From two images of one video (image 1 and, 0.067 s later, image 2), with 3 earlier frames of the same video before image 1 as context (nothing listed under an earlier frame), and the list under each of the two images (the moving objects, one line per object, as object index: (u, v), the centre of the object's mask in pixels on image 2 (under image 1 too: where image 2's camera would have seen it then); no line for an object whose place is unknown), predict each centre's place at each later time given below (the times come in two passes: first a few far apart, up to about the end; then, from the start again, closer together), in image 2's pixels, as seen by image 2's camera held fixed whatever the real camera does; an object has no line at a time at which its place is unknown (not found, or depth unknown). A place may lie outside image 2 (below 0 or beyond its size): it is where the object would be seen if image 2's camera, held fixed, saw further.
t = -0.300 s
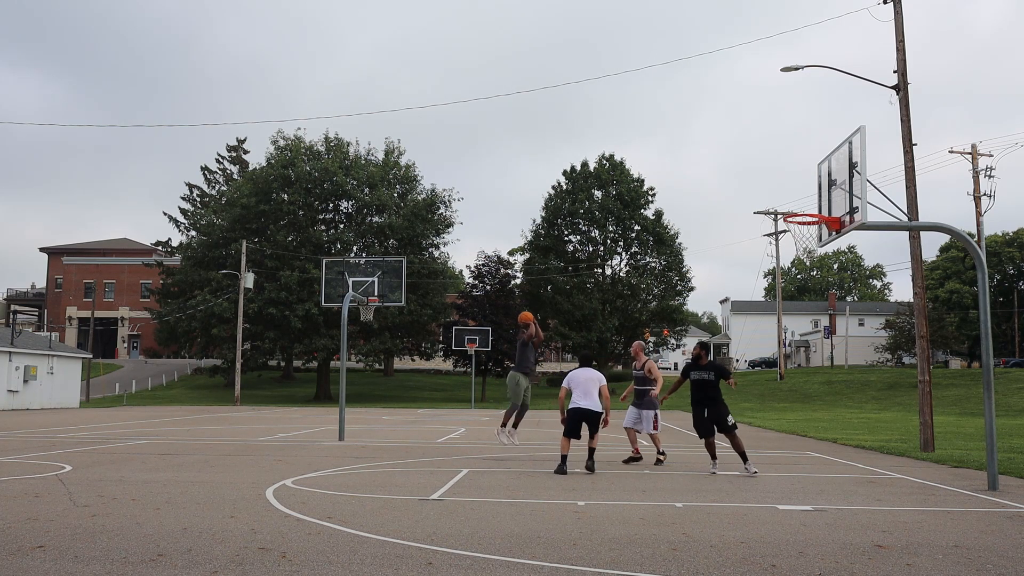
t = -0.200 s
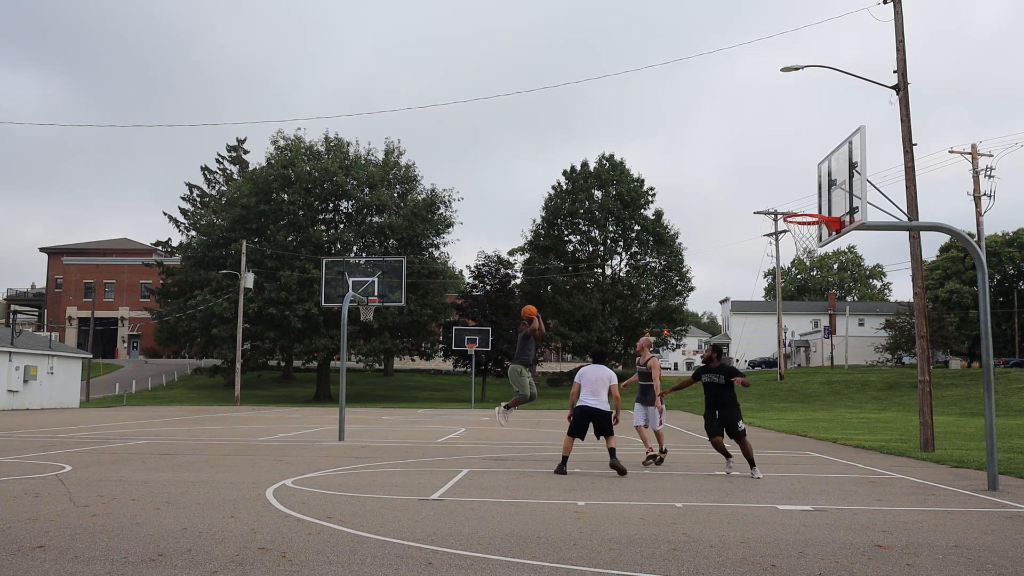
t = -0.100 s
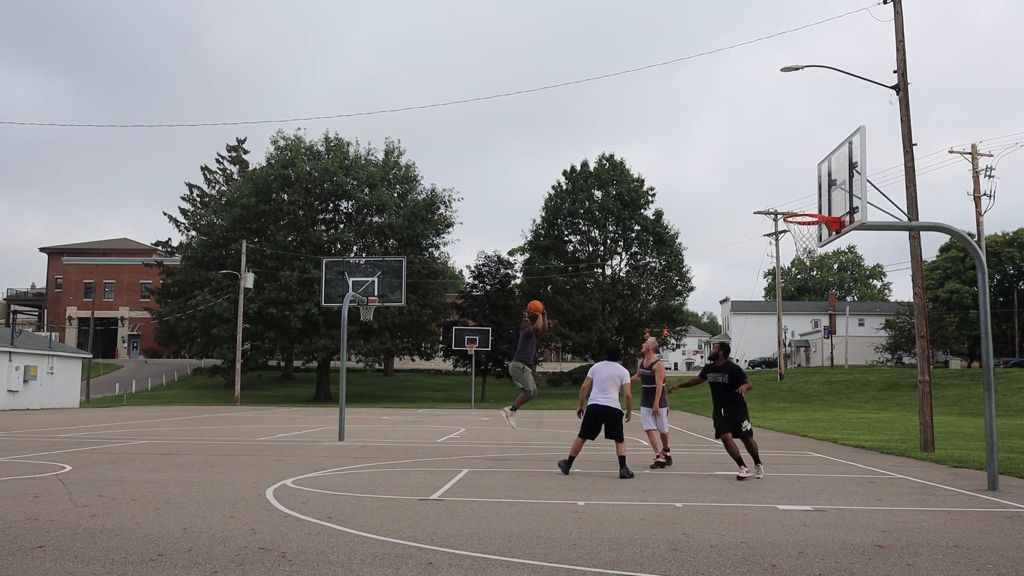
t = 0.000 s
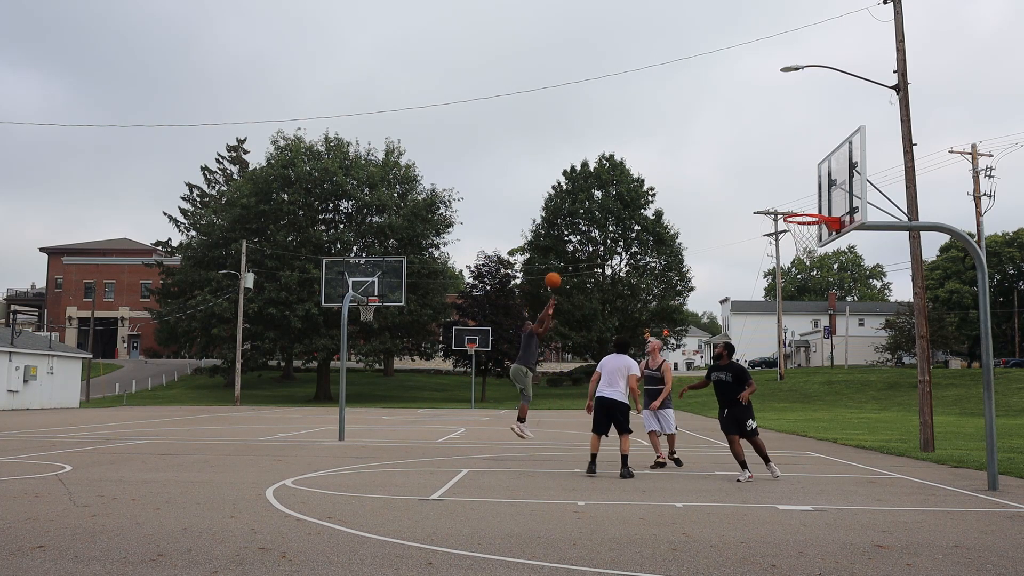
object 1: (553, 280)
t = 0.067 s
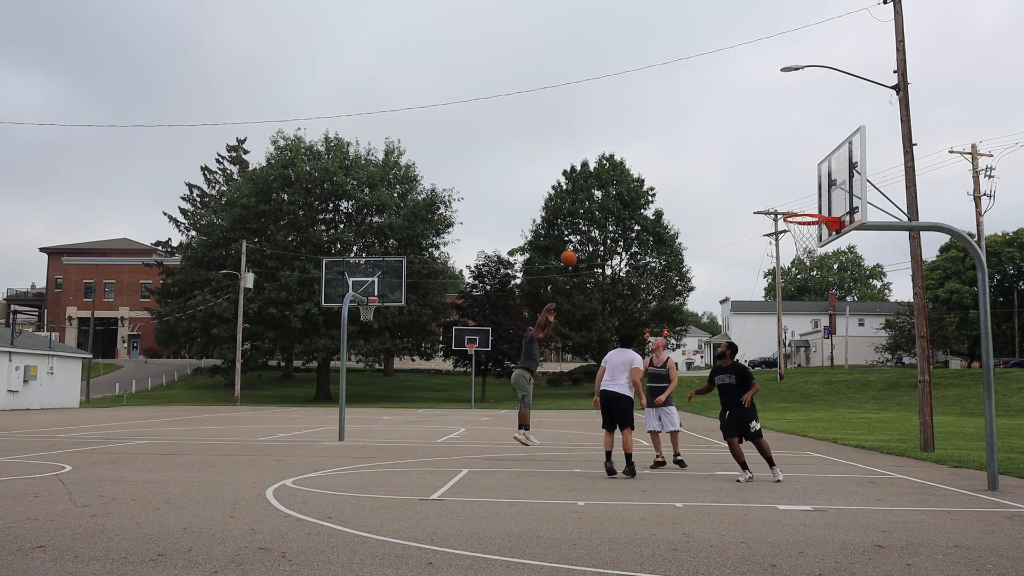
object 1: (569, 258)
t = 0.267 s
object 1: (619, 206)
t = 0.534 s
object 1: (696, 173)
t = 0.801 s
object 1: (785, 189)
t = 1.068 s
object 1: (812, 200)
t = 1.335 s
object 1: (793, 217)
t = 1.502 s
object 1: (783, 256)
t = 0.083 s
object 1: (573, 253)
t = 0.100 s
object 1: (577, 248)
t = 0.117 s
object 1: (581, 243)
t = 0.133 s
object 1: (585, 238)
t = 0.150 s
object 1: (589, 233)
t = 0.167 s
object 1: (594, 229)
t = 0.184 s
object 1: (598, 225)
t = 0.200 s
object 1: (602, 221)
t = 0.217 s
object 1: (606, 217)
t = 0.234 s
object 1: (611, 213)
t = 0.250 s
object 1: (615, 209)
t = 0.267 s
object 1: (619, 206)
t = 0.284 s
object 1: (624, 202)
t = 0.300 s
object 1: (629, 199)
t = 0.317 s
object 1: (633, 196)
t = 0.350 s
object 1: (642, 190)
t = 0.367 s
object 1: (647, 188)
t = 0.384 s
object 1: (652, 186)
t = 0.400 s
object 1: (657, 183)
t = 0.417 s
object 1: (661, 182)
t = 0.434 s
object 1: (666, 180)
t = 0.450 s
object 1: (671, 178)
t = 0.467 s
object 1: (676, 177)
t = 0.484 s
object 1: (681, 175)
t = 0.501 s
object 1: (686, 174)
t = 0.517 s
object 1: (691, 173)
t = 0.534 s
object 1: (696, 173)
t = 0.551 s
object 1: (701, 172)
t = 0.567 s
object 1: (706, 172)
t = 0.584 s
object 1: (711, 172)
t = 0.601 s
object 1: (717, 172)
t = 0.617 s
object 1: (722, 172)
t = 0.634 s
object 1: (727, 172)
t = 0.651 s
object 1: (733, 173)
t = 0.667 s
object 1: (738, 174)
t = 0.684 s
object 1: (744, 175)
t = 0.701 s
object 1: (750, 176)
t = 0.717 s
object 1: (755, 178)
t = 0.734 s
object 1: (761, 180)
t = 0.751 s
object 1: (767, 182)
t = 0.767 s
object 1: (773, 184)
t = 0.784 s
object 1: (779, 186)
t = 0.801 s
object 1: (785, 189)
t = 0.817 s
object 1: (791, 192)
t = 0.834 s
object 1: (797, 195)
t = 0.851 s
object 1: (803, 199)
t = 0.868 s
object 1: (809, 203)
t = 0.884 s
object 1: (815, 206)
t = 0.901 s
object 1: (822, 209)
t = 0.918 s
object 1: (825, 210)
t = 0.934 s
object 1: (823, 209)
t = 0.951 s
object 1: (822, 208)
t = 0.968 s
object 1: (821, 206)
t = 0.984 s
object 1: (819, 205)
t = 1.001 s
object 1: (818, 204)
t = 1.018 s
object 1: (816, 202)
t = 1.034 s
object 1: (815, 201)
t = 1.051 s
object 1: (814, 200)
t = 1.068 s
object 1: (812, 200)
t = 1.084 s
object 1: (811, 199)
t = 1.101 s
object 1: (810, 199)
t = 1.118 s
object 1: (809, 199)
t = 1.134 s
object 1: (807, 199)
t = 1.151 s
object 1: (806, 199)
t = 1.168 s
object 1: (805, 200)
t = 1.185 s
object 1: (804, 201)
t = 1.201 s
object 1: (802, 202)
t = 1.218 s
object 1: (801, 203)
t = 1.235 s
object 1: (800, 204)
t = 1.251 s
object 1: (799, 206)
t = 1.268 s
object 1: (798, 207)
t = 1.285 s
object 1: (797, 210)
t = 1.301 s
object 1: (796, 212)
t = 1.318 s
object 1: (795, 212)
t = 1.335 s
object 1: (793, 217)
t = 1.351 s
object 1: (792, 220)
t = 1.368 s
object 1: (791, 223)
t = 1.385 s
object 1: (790, 227)
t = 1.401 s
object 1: (789, 230)
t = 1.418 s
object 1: (788, 234)
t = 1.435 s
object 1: (786, 238)
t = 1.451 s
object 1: (785, 242)
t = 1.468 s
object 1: (785, 246)
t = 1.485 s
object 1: (784, 251)
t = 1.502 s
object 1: (783, 256)
